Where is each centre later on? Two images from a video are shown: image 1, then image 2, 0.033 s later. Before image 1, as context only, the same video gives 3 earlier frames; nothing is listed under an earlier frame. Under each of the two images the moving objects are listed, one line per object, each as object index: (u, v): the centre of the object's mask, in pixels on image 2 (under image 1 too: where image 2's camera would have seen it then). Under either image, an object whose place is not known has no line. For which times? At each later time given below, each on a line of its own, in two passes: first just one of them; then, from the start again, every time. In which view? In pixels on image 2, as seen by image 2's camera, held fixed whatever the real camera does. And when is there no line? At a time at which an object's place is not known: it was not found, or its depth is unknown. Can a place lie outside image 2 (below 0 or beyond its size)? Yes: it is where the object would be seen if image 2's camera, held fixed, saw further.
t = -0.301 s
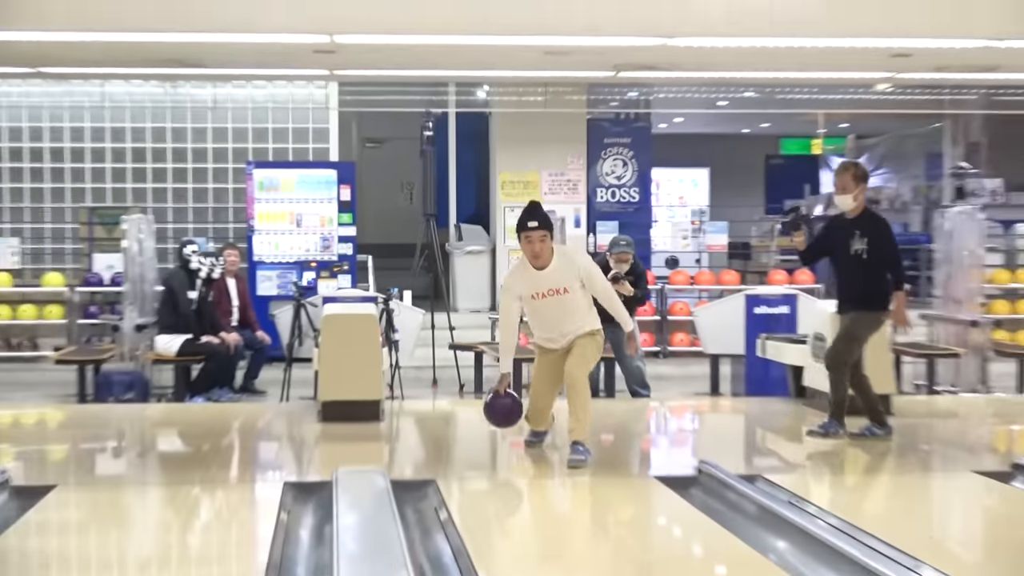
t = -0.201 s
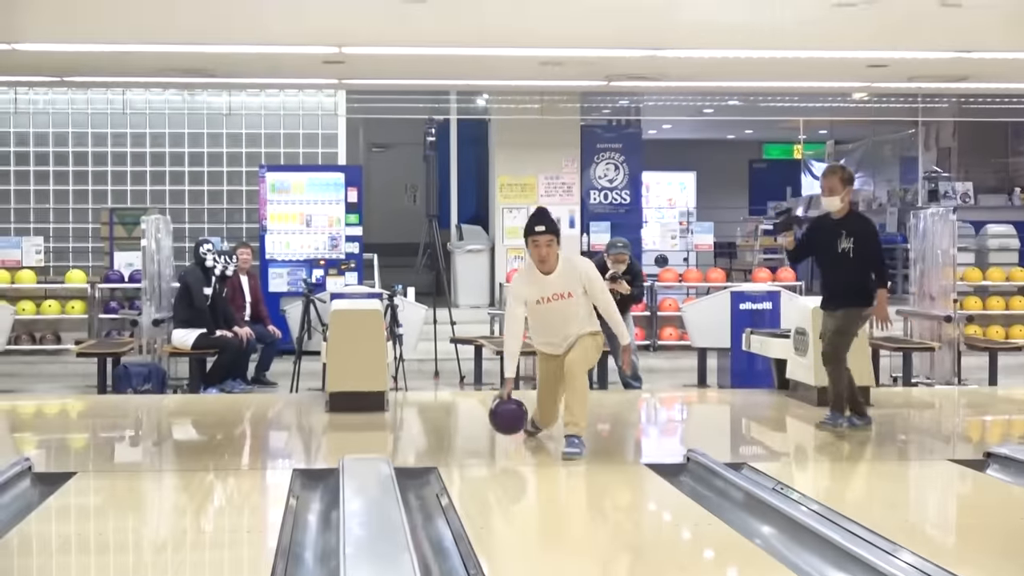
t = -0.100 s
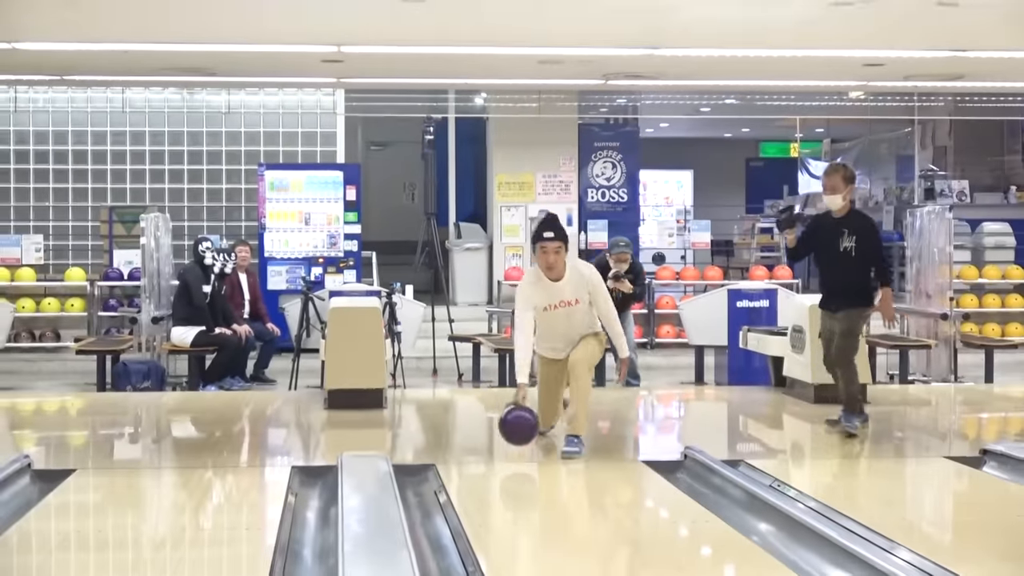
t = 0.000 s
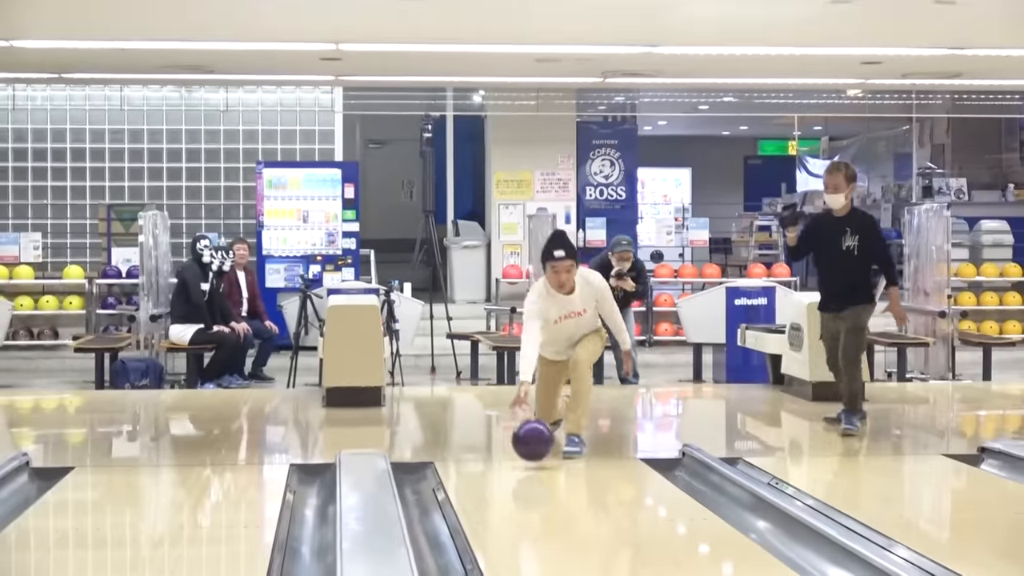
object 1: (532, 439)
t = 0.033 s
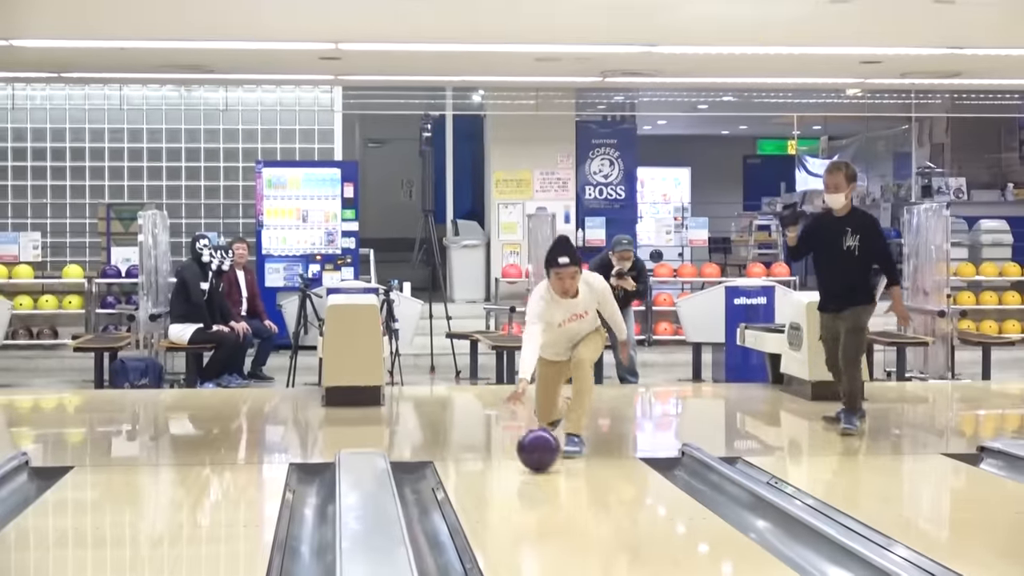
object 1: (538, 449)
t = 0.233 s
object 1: (579, 477)
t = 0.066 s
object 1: (544, 453)
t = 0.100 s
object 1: (550, 458)
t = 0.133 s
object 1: (557, 462)
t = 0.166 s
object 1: (564, 468)
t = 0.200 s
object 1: (572, 472)
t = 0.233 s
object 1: (579, 477)
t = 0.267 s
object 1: (587, 482)
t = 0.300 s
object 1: (596, 488)
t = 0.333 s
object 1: (604, 493)
